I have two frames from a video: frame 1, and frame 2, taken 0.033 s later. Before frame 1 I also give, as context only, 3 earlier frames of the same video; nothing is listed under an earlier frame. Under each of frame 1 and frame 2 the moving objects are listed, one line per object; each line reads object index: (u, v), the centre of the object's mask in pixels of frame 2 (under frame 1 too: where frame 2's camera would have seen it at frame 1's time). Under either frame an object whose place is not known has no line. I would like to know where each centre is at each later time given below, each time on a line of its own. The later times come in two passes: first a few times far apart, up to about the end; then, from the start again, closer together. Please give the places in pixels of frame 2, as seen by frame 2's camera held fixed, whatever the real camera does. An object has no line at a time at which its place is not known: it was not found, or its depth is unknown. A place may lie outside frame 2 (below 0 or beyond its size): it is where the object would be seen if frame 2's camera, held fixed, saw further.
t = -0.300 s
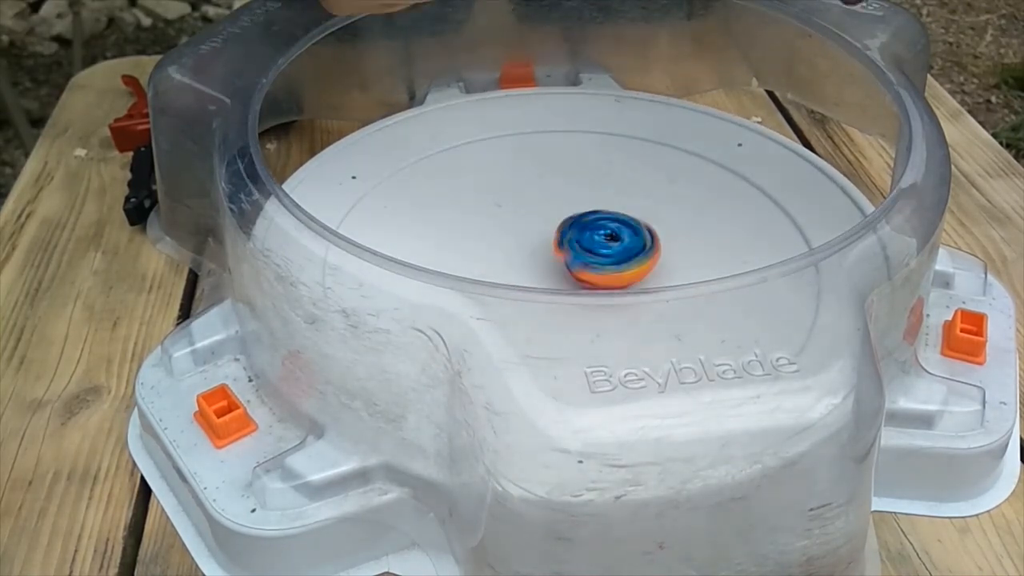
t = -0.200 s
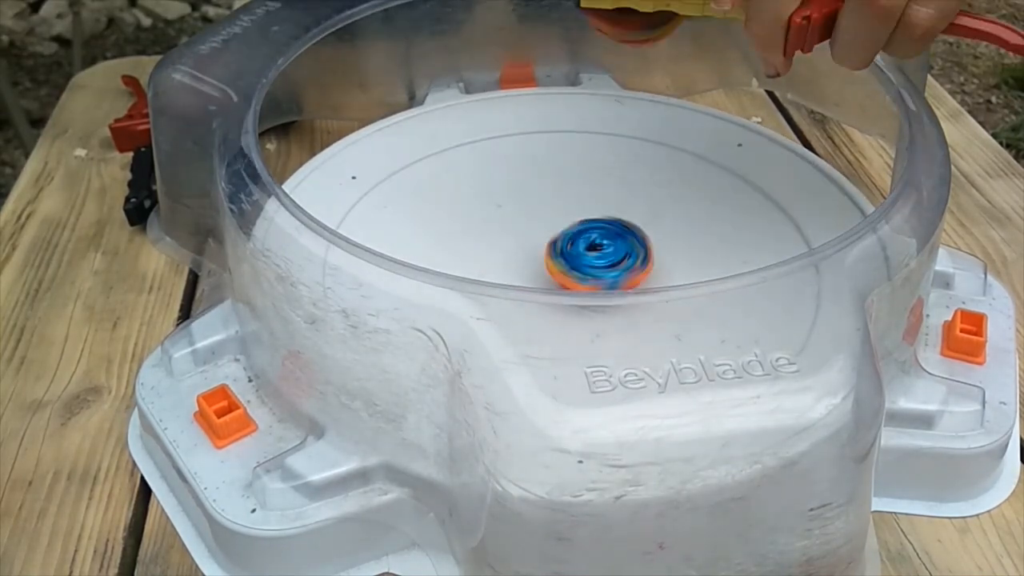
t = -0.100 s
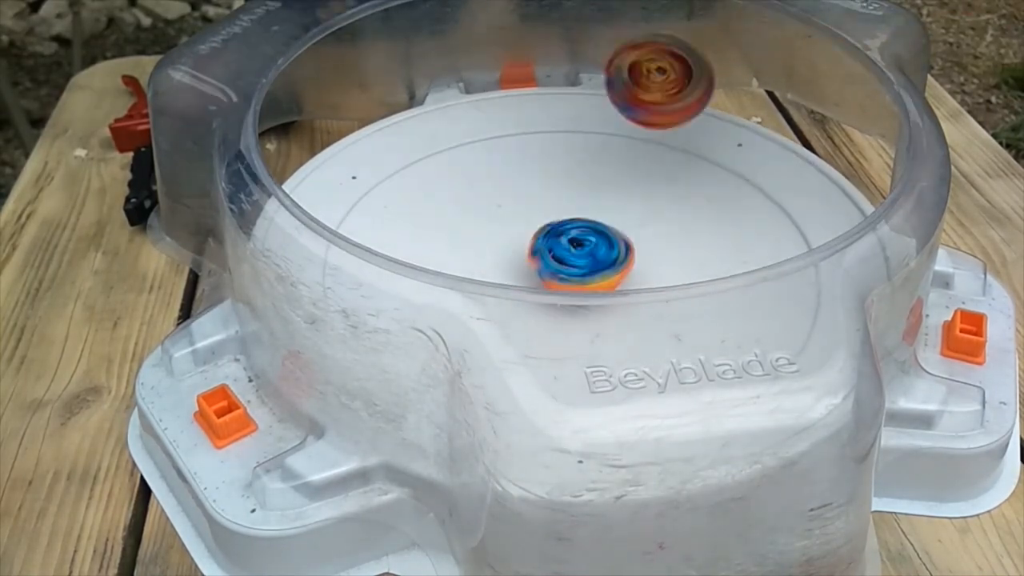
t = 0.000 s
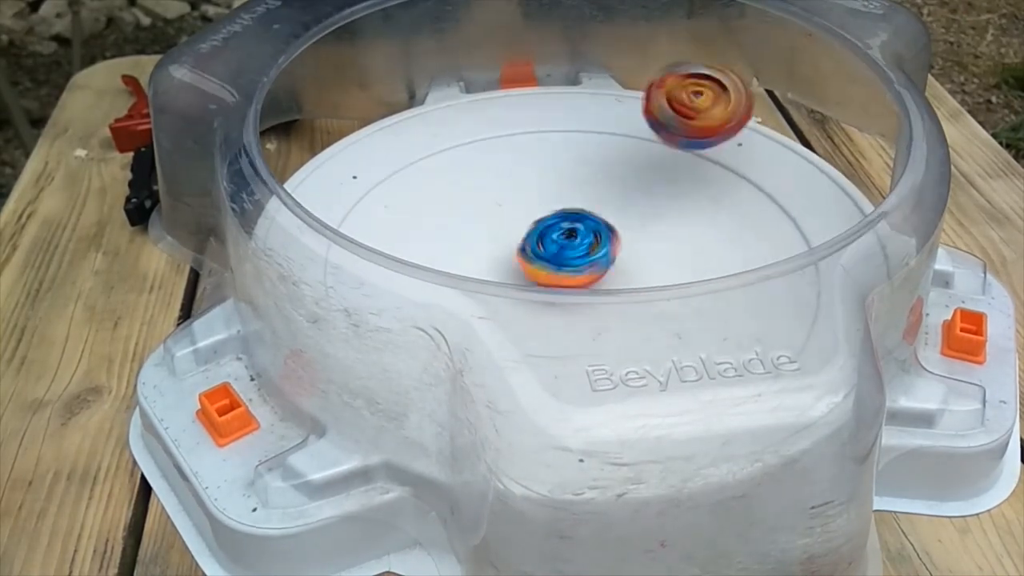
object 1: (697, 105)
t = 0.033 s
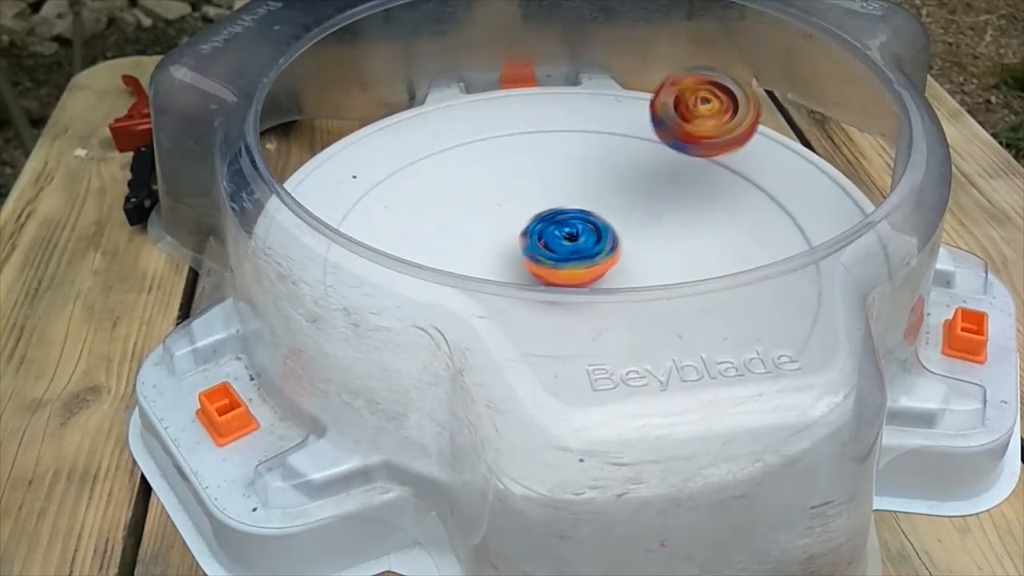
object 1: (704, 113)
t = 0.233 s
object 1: (714, 221)
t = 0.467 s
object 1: (734, 290)
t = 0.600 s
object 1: (701, 299)
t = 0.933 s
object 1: (736, 303)
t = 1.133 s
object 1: (768, 241)
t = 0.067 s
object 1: (710, 139)
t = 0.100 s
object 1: (709, 166)
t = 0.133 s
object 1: (702, 167)
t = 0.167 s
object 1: (694, 188)
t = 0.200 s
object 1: (695, 217)
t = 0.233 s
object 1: (714, 221)
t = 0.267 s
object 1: (727, 235)
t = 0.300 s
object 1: (735, 237)
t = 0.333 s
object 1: (747, 258)
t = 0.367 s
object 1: (749, 270)
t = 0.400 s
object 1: (752, 286)
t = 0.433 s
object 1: (745, 287)
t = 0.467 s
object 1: (734, 290)
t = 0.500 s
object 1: (719, 293)
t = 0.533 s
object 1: (703, 297)
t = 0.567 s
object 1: (691, 298)
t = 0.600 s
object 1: (701, 299)
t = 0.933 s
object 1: (736, 303)
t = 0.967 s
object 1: (711, 281)
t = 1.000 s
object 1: (685, 253)
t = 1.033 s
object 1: (659, 248)
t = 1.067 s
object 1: (651, 243)
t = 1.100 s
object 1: (711, 245)
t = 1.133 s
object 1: (768, 241)
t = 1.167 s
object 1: (807, 233)
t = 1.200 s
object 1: (857, 256)
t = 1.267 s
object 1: (841, 273)
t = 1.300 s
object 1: (797, 241)
